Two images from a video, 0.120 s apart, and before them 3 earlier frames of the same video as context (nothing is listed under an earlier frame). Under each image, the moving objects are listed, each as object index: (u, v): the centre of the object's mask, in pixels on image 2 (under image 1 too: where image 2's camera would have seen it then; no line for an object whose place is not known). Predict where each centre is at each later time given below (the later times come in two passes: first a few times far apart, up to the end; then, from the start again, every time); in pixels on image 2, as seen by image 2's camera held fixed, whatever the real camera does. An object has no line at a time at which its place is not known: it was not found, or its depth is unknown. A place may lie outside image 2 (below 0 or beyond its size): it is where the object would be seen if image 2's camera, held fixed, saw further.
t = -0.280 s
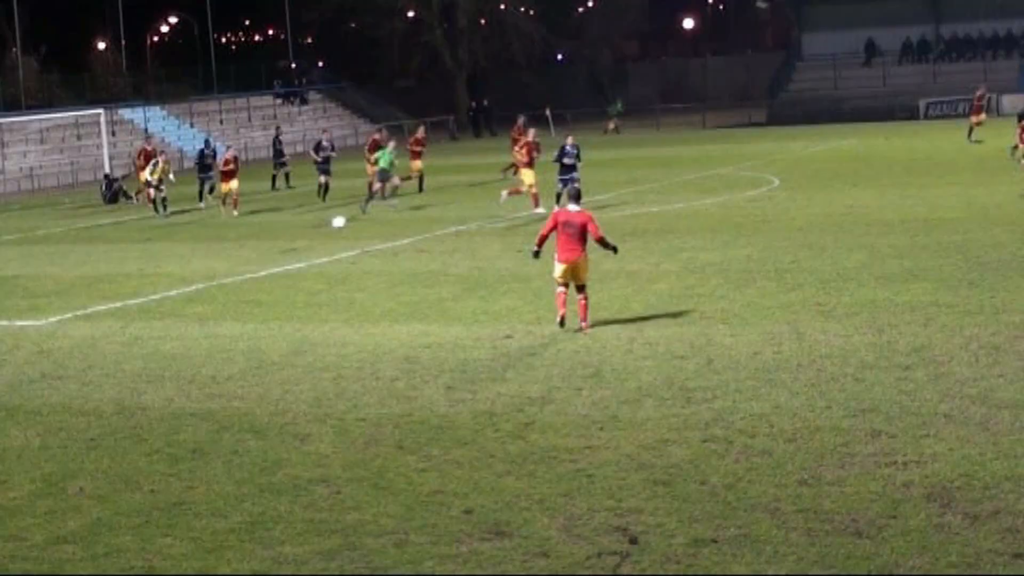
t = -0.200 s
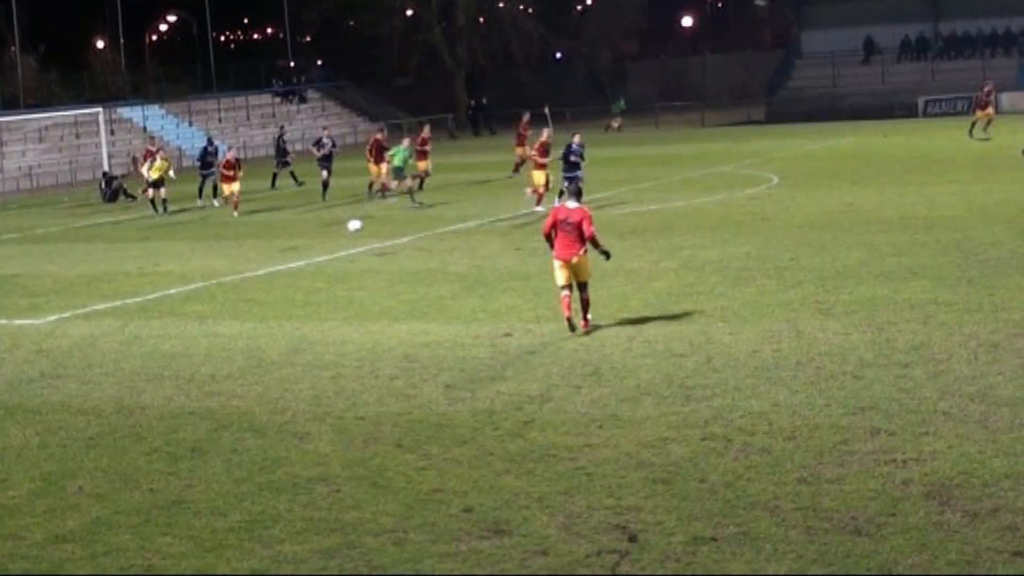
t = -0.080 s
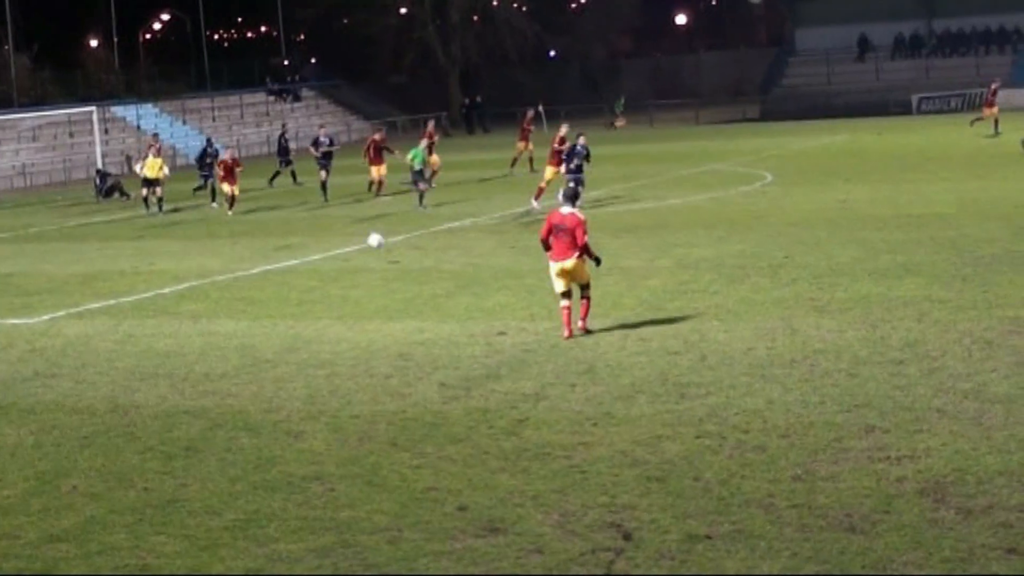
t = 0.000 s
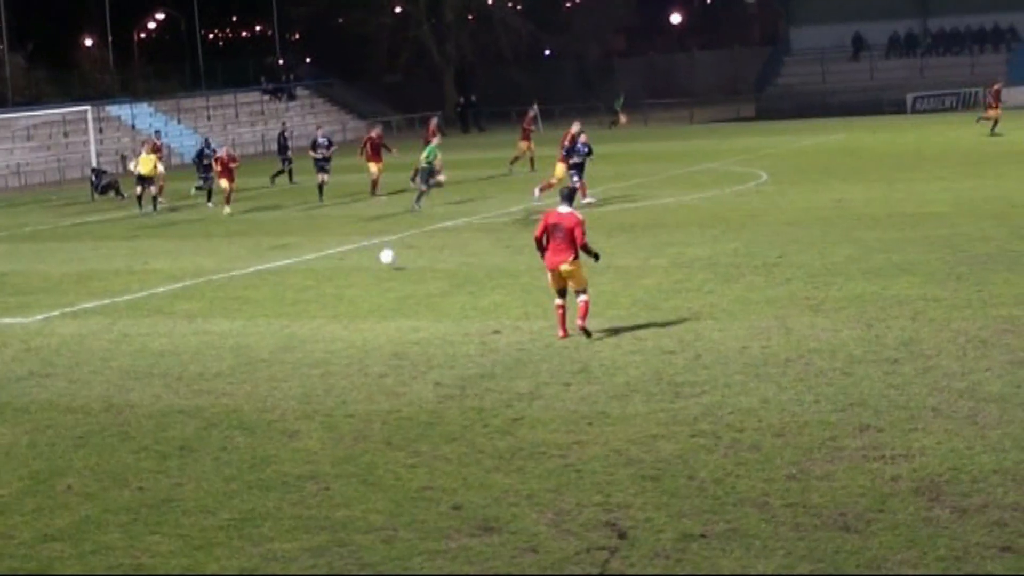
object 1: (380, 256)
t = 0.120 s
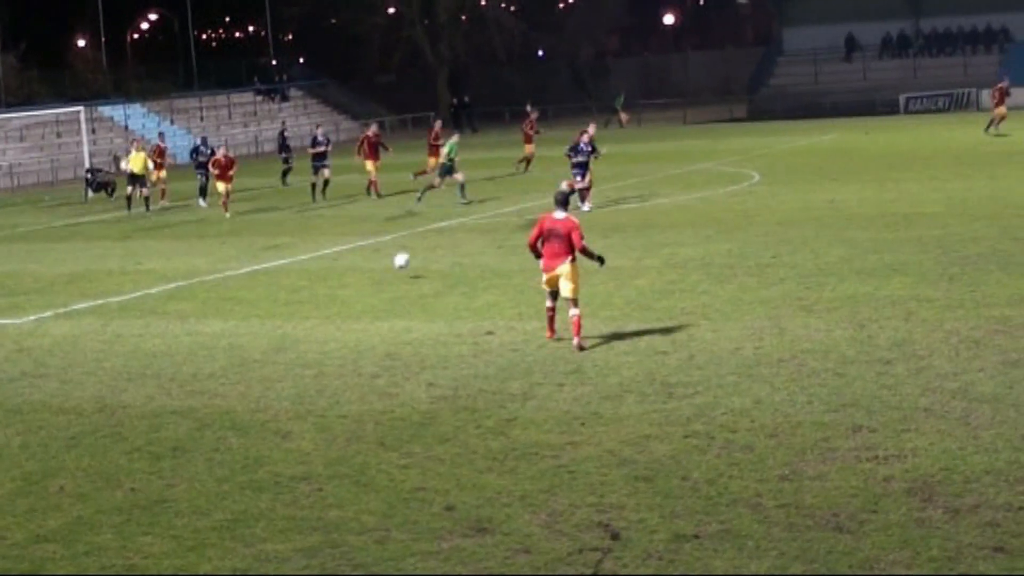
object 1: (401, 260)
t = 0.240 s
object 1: (419, 256)
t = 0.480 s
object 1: (460, 284)
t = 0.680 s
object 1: (487, 297)
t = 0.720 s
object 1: (491, 297)
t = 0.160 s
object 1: (407, 258)
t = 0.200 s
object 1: (413, 256)
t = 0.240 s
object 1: (419, 256)
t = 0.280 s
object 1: (426, 257)
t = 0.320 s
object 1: (432, 260)
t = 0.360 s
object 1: (439, 263)
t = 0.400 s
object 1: (445, 269)
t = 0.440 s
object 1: (452, 276)
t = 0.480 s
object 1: (460, 284)
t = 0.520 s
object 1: (467, 294)
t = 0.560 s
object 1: (474, 303)
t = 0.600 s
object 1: (478, 300)
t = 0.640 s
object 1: (482, 297)
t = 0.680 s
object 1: (487, 297)
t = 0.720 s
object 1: (491, 297)
